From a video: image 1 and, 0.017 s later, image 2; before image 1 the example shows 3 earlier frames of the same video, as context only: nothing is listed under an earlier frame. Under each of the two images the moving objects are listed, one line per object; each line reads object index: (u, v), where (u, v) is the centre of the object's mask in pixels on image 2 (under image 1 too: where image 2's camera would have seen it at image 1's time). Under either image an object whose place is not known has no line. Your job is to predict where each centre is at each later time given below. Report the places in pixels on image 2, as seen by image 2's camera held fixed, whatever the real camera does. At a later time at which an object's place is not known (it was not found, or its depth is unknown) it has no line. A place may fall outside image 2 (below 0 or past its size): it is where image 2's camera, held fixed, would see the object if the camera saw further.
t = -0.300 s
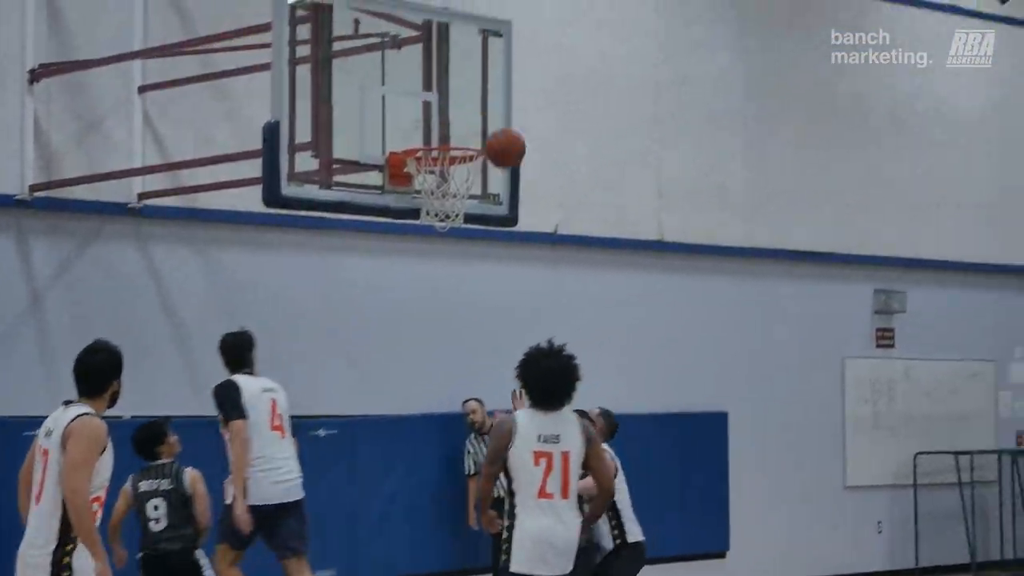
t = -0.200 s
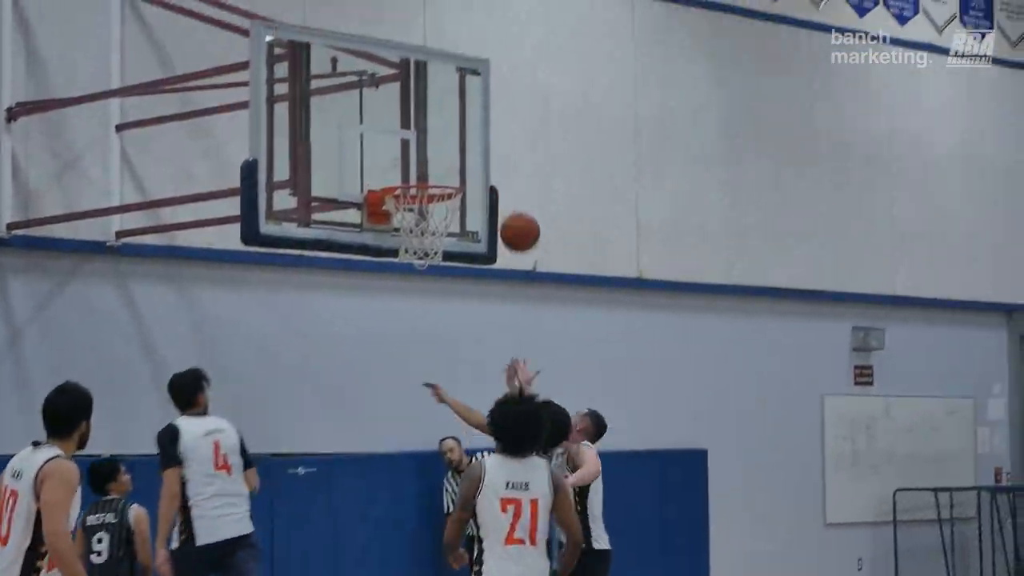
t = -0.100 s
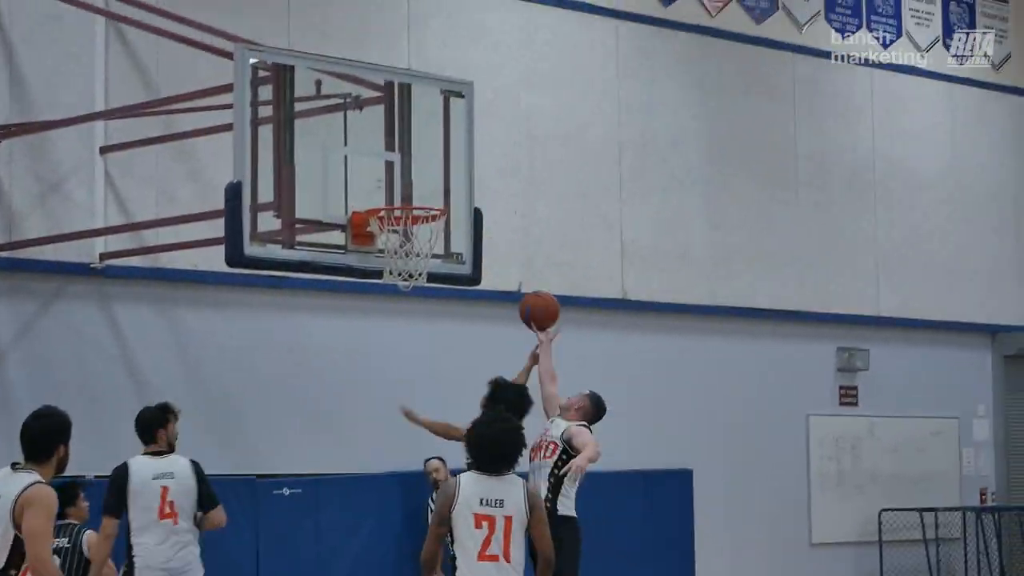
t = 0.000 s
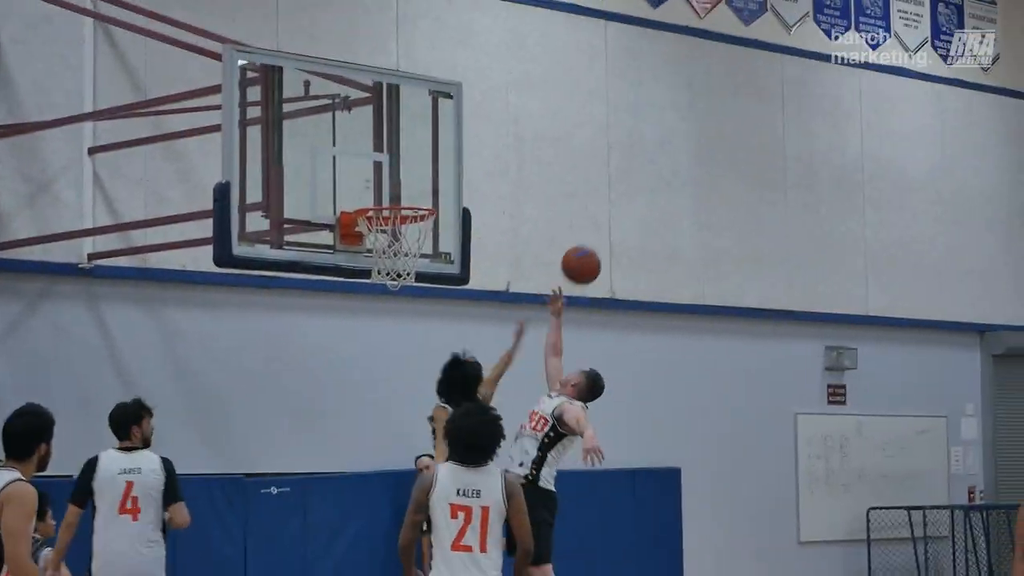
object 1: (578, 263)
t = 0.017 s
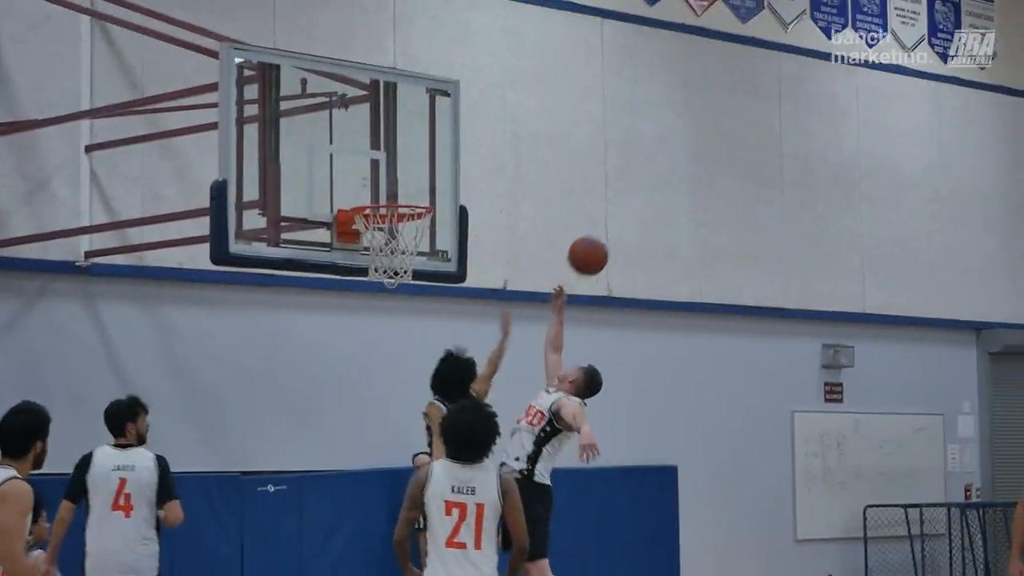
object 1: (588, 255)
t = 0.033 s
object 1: (597, 250)
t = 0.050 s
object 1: (608, 244)
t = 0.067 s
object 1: (619, 238)
